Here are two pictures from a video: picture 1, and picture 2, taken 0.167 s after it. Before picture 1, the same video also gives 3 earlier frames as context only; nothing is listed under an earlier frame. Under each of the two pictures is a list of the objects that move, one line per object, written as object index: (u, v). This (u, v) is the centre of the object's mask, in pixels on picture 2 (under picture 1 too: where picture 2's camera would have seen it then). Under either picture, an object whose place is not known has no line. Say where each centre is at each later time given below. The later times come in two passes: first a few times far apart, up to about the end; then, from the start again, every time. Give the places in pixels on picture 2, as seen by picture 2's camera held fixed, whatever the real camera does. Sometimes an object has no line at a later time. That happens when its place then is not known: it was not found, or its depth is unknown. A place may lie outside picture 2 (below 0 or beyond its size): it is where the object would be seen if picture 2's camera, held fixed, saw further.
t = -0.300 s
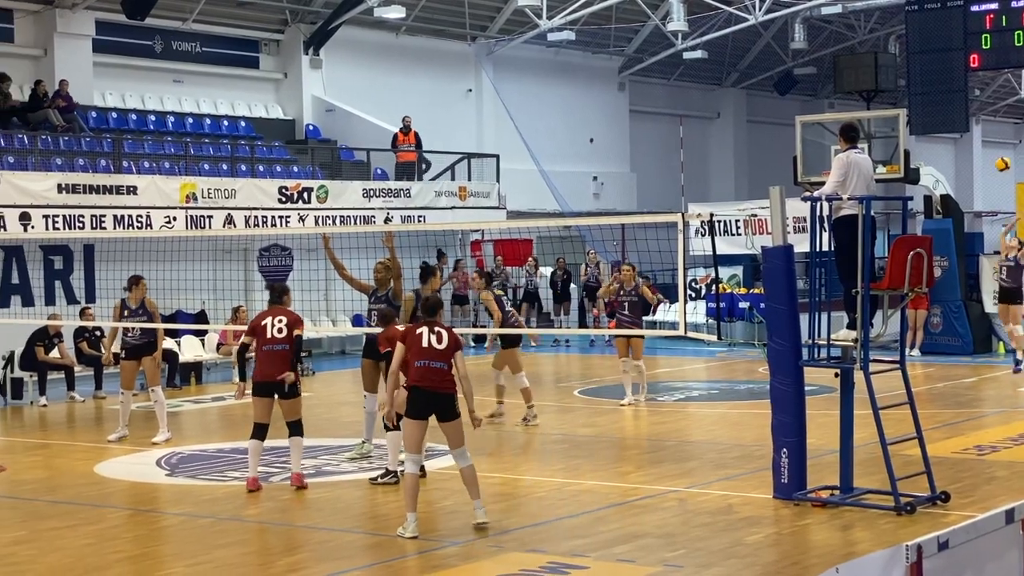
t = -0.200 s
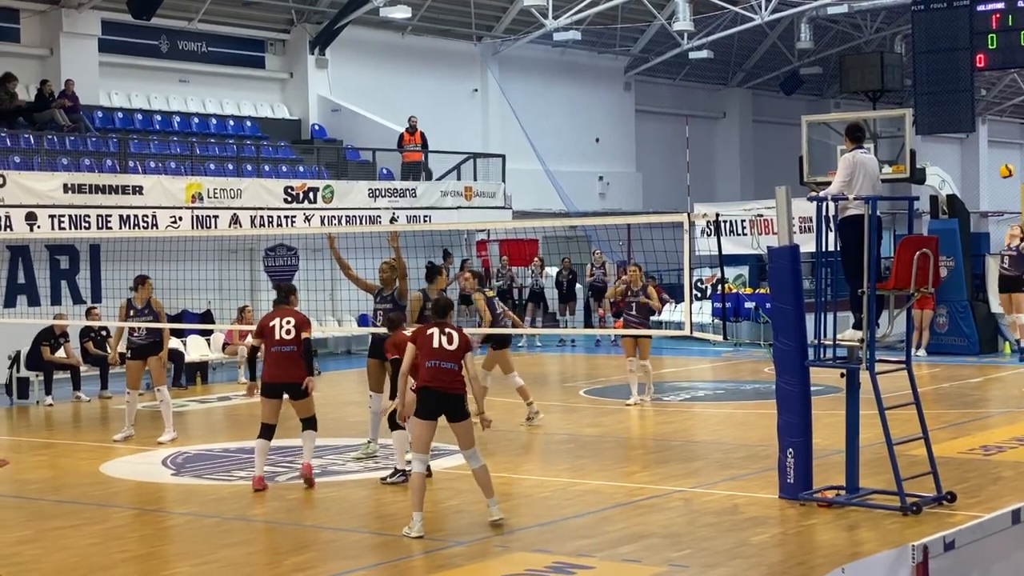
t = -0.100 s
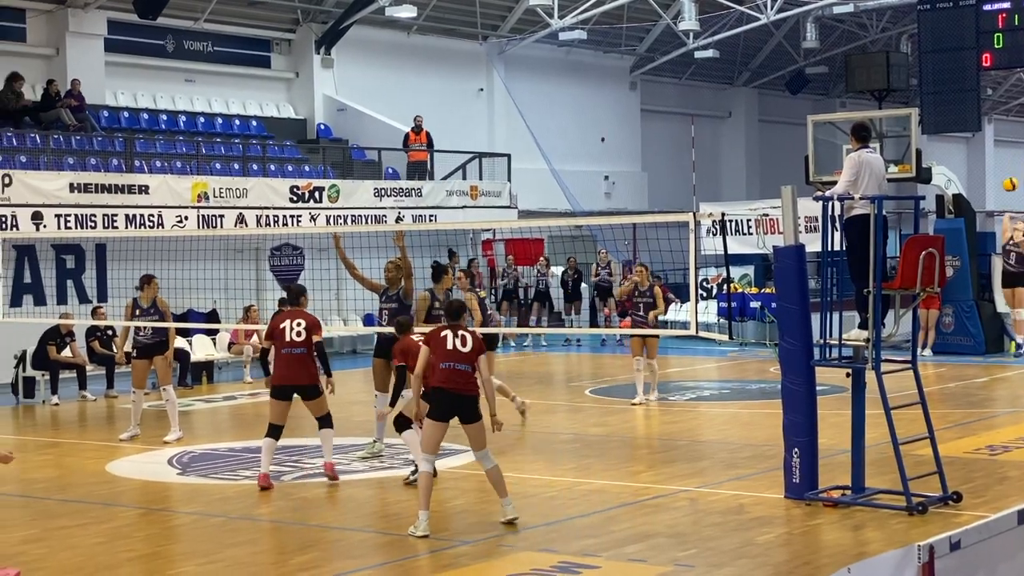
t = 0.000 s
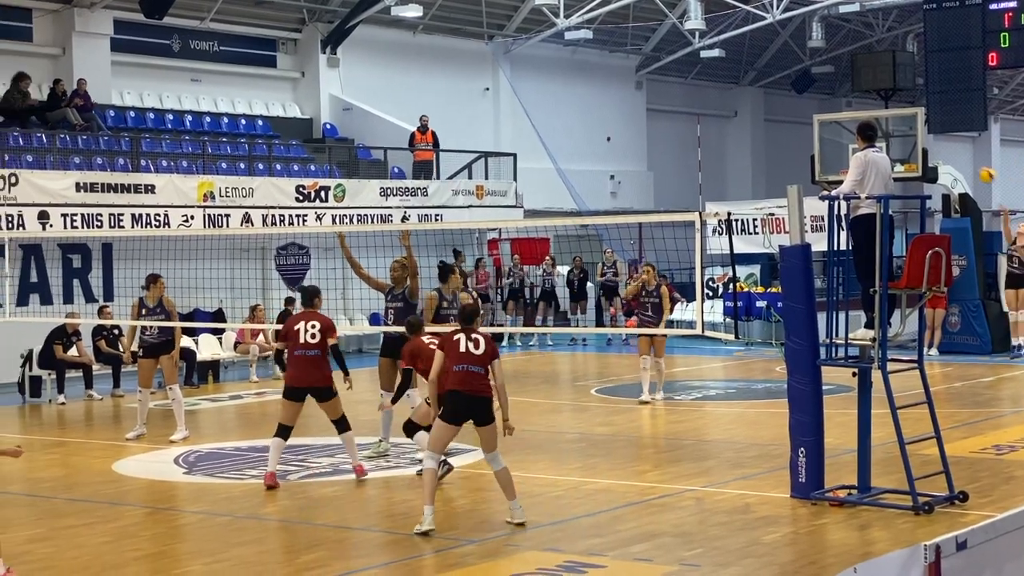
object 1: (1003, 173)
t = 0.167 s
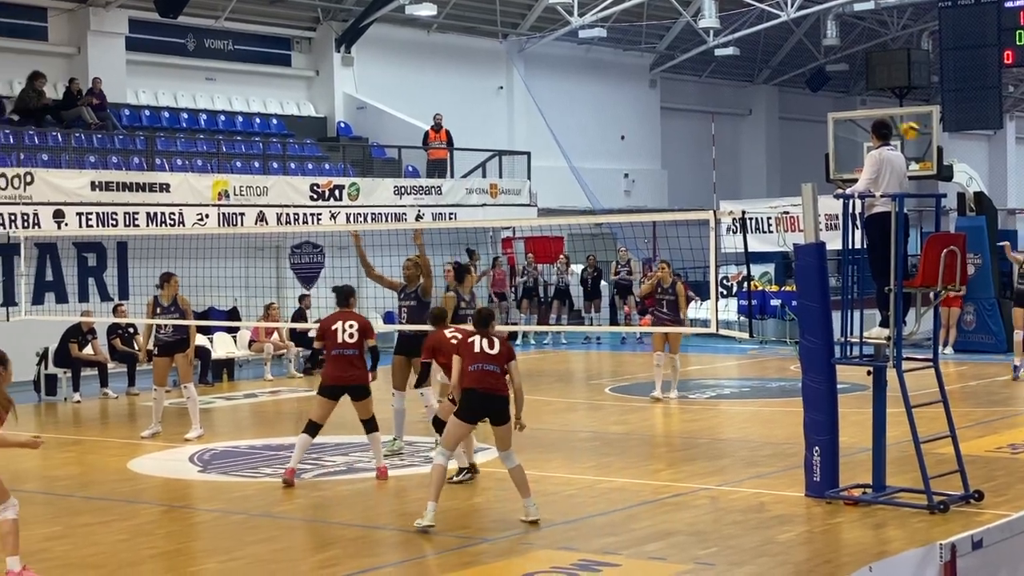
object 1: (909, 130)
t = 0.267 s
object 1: (843, 108)
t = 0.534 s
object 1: (629, 82)
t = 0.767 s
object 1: (387, 118)
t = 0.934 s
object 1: (169, 184)
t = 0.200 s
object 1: (892, 121)
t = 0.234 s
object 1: (867, 115)
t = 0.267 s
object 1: (843, 108)
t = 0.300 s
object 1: (820, 102)
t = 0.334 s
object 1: (795, 97)
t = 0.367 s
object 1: (770, 91)
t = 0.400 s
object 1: (744, 88)
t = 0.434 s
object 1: (717, 84)
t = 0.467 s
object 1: (688, 82)
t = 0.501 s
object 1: (659, 81)
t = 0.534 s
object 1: (629, 82)
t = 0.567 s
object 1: (598, 83)
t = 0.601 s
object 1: (566, 87)
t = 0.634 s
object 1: (533, 91)
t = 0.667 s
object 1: (497, 96)
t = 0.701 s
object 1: (461, 103)
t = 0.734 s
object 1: (424, 110)
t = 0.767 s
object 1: (387, 118)
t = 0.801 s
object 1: (348, 128)
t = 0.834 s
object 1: (307, 139)
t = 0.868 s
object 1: (262, 152)
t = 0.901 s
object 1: (217, 166)
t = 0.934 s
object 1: (169, 184)
